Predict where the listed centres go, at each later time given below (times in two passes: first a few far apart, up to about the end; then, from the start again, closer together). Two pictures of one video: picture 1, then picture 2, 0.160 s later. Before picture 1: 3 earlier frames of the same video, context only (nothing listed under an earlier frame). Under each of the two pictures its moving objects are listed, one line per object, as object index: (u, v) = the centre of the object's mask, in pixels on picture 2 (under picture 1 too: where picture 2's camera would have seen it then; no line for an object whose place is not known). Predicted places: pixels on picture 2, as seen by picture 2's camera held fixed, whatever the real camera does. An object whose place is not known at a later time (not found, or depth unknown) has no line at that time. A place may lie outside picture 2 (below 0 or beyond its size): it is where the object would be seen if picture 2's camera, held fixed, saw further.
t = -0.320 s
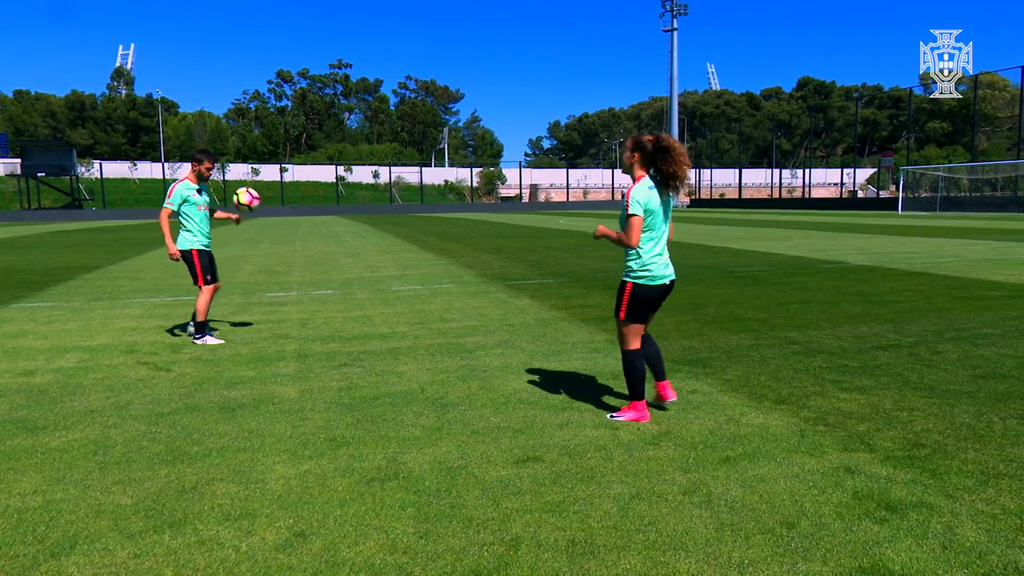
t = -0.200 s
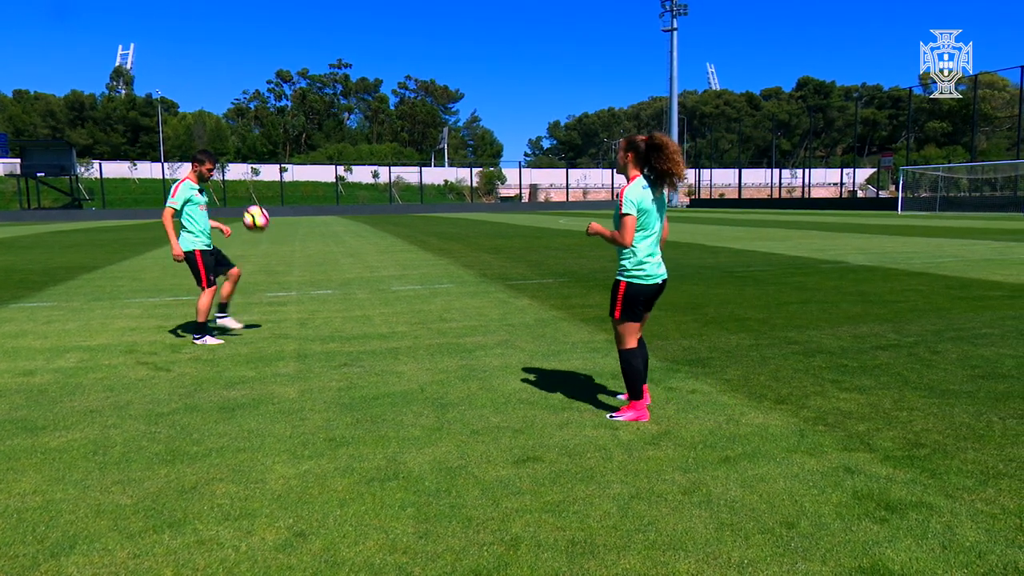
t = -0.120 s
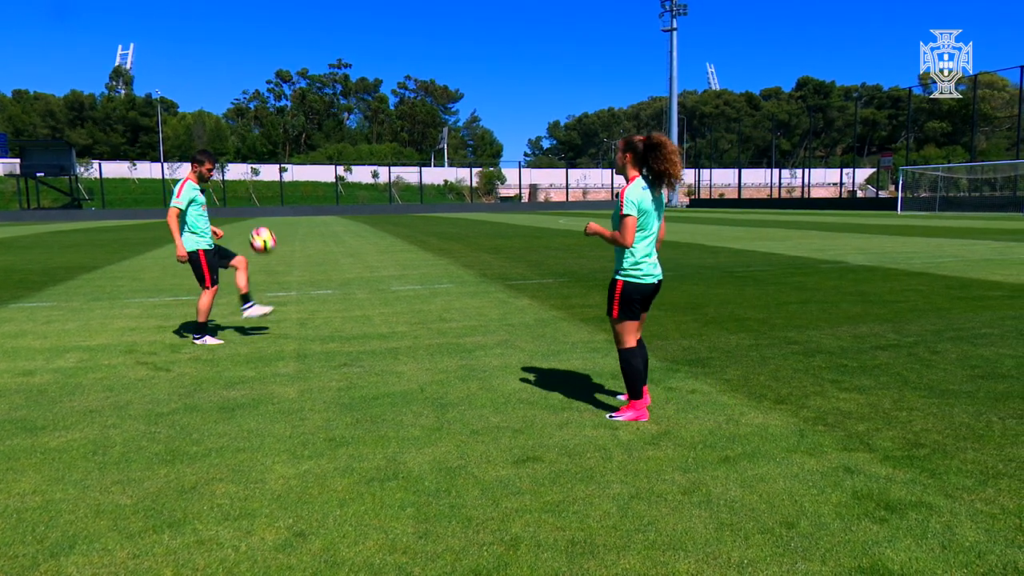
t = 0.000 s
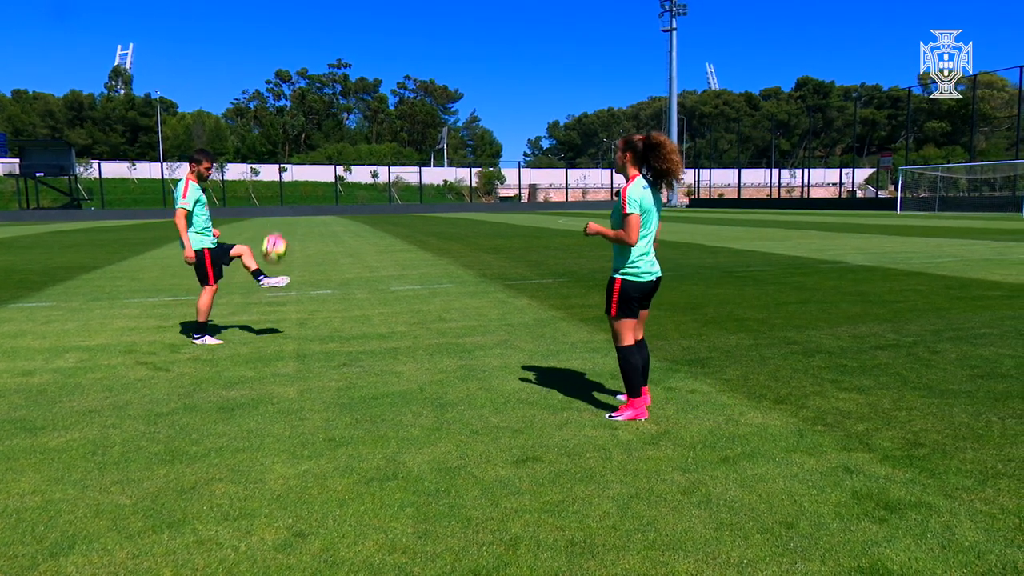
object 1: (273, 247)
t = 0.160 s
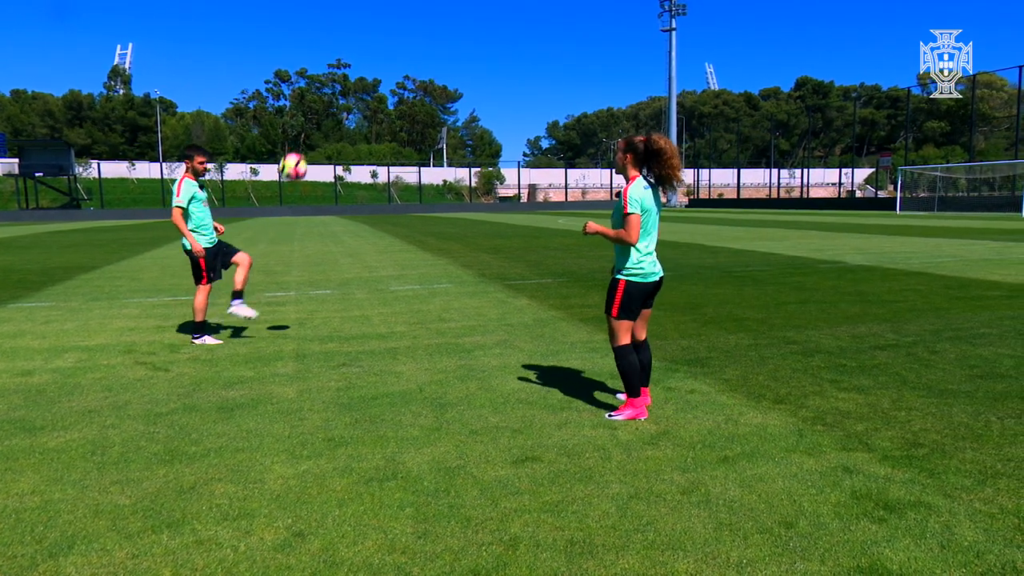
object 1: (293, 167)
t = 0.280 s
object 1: (313, 119)
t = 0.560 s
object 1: (374, 74)
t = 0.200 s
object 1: (299, 149)
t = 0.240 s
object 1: (306, 133)
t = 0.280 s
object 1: (313, 119)
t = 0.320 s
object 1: (320, 107)
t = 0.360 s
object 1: (328, 98)
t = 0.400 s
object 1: (336, 87)
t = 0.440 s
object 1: (345, 81)
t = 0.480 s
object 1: (354, 76)
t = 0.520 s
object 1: (363, 76)
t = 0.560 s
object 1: (374, 74)
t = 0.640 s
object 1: (395, 79)
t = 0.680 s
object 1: (405, 88)
